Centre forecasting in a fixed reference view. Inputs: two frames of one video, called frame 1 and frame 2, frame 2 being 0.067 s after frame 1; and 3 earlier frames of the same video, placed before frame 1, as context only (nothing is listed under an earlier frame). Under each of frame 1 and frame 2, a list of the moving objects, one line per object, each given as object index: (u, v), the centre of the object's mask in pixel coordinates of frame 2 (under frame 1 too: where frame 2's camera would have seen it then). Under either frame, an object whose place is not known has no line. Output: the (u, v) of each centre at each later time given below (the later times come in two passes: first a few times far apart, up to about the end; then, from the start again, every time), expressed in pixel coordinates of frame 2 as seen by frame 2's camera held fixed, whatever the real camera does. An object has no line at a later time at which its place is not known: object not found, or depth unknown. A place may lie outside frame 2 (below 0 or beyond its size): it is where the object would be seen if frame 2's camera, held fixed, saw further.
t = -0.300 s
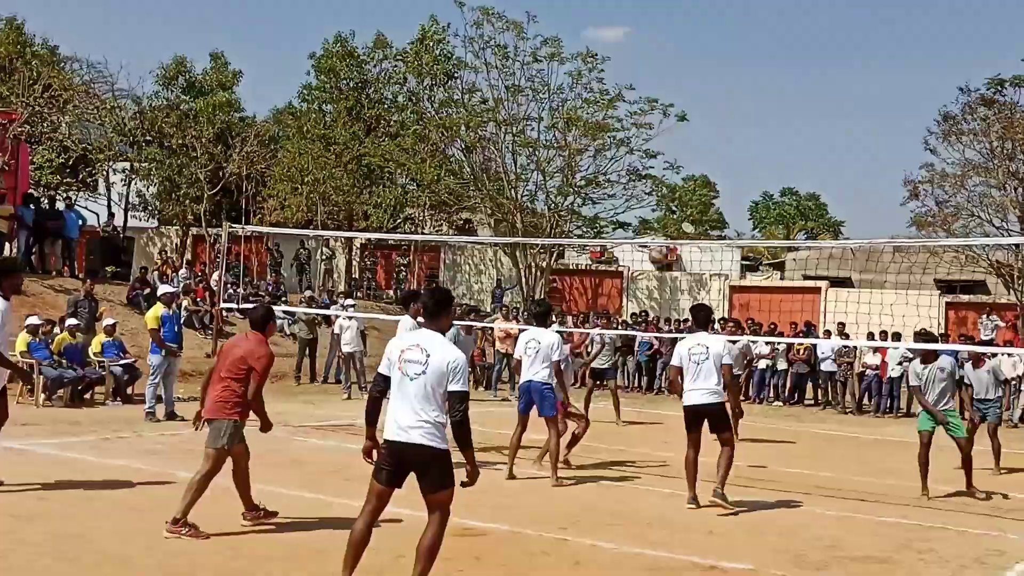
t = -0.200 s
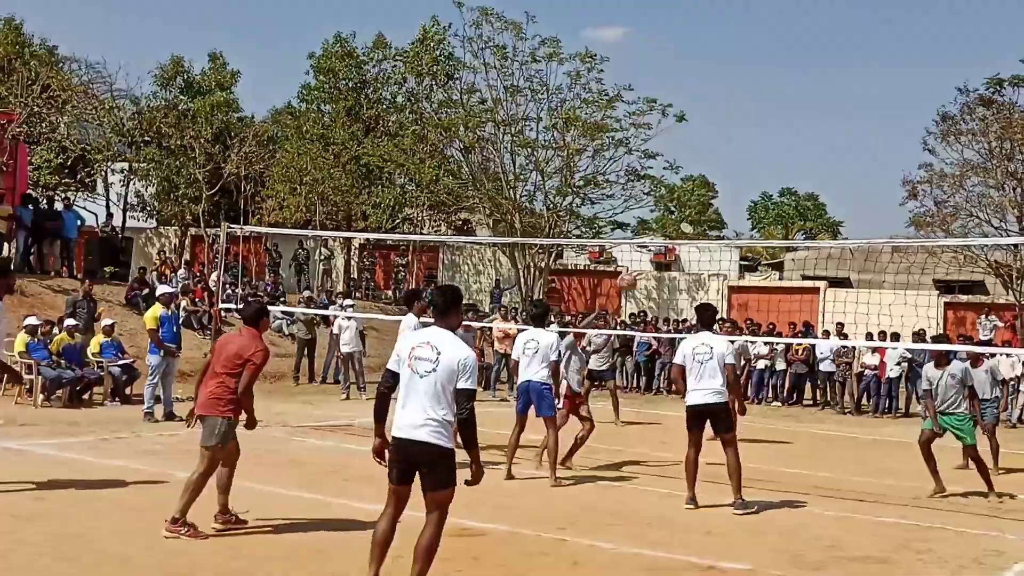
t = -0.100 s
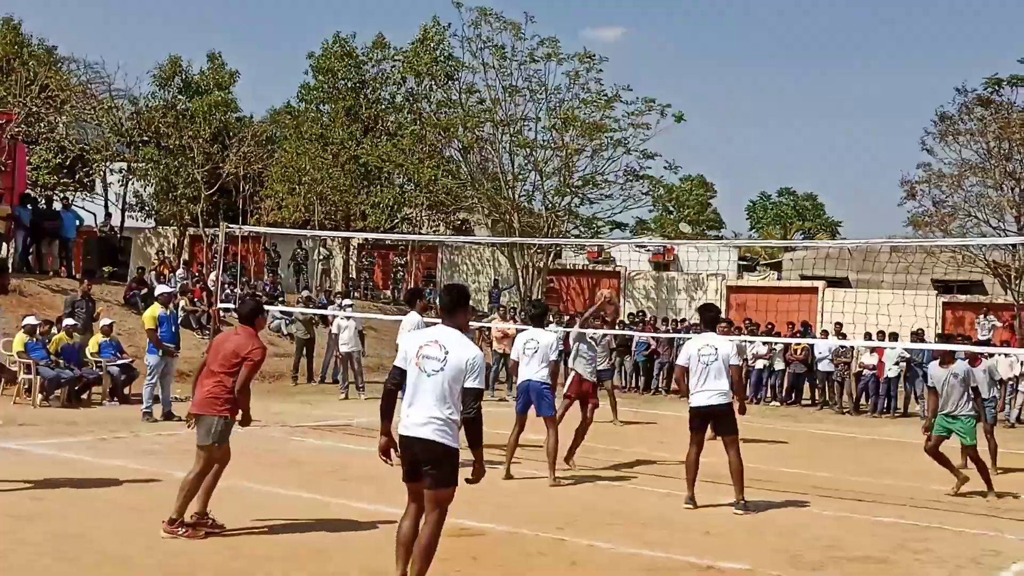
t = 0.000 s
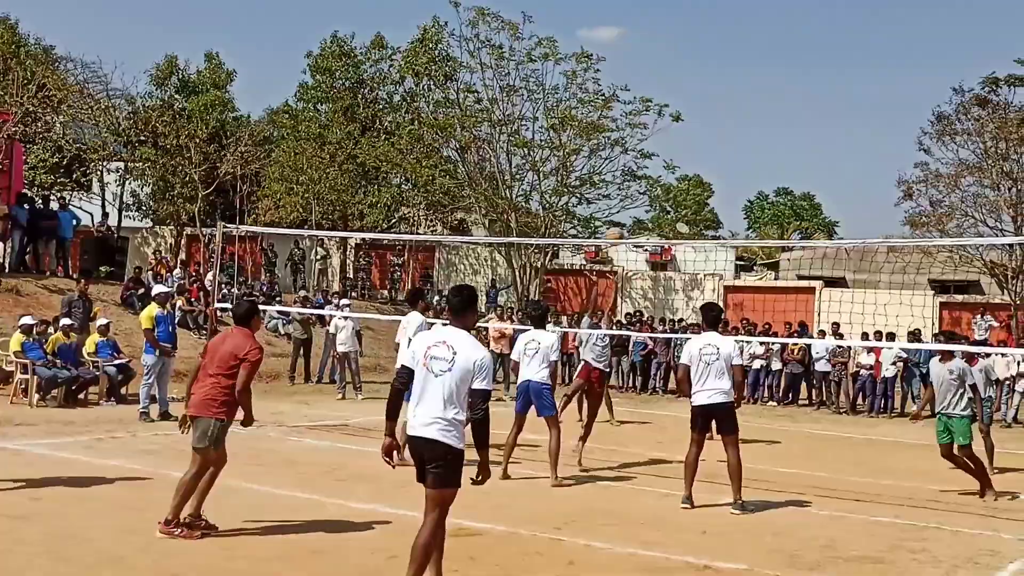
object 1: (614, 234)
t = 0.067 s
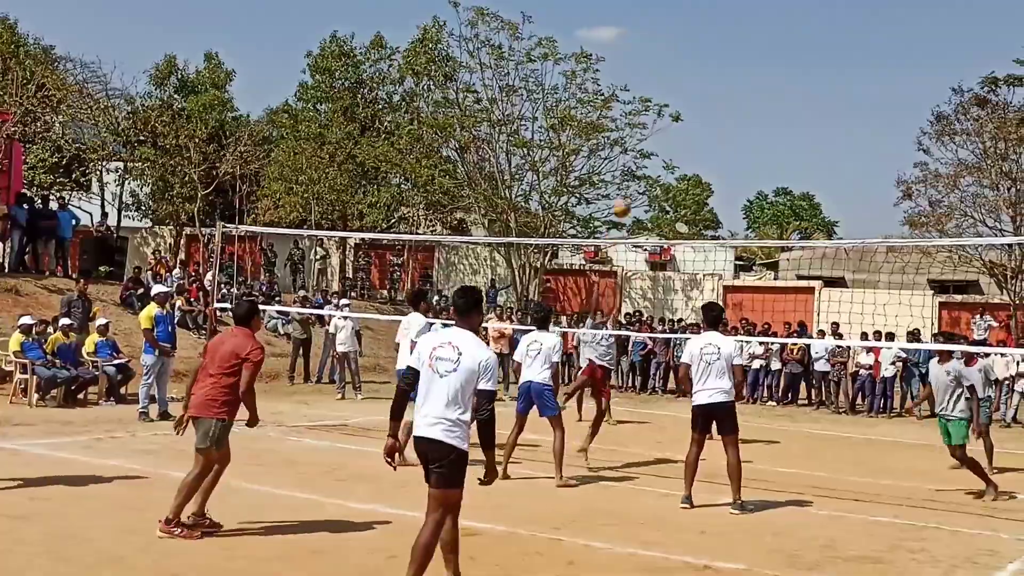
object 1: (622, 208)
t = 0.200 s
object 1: (639, 146)
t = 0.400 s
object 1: (664, 92)
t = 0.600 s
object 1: (686, 72)
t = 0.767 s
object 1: (704, 82)
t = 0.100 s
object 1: (625, 191)
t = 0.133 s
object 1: (630, 174)
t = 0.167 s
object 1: (634, 160)
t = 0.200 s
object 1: (639, 146)
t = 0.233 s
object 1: (643, 133)
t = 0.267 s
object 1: (645, 127)
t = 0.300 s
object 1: (651, 117)
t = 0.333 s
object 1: (654, 107)
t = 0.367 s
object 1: (660, 99)
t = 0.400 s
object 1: (664, 92)
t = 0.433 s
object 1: (668, 86)
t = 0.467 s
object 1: (671, 83)
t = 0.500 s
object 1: (675, 79)
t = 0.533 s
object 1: (678, 76)
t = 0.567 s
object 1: (682, 73)
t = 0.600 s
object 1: (686, 72)
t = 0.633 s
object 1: (690, 72)
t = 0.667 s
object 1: (692, 72)
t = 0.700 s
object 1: (696, 75)
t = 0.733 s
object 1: (700, 78)
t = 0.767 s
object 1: (704, 82)
